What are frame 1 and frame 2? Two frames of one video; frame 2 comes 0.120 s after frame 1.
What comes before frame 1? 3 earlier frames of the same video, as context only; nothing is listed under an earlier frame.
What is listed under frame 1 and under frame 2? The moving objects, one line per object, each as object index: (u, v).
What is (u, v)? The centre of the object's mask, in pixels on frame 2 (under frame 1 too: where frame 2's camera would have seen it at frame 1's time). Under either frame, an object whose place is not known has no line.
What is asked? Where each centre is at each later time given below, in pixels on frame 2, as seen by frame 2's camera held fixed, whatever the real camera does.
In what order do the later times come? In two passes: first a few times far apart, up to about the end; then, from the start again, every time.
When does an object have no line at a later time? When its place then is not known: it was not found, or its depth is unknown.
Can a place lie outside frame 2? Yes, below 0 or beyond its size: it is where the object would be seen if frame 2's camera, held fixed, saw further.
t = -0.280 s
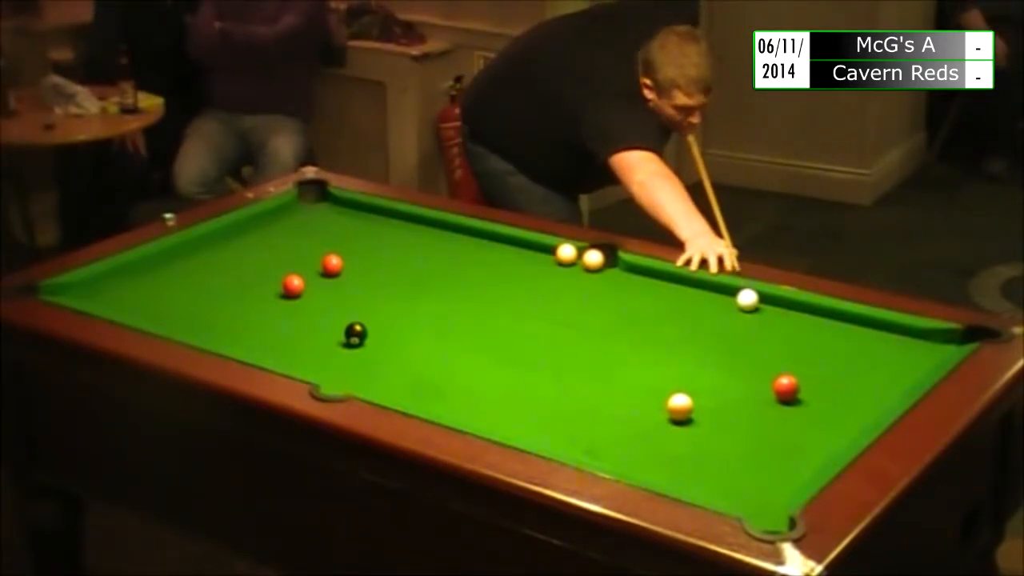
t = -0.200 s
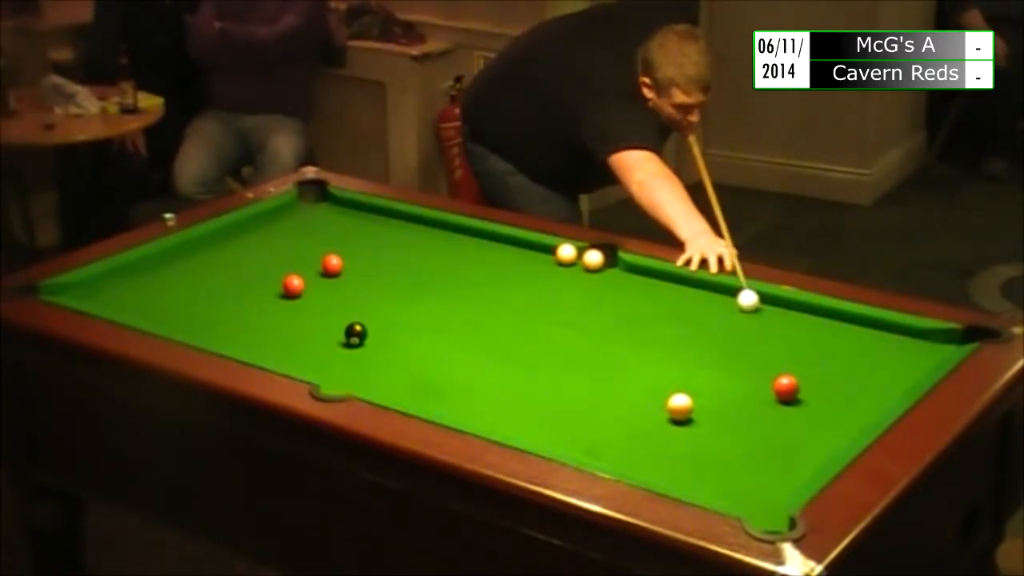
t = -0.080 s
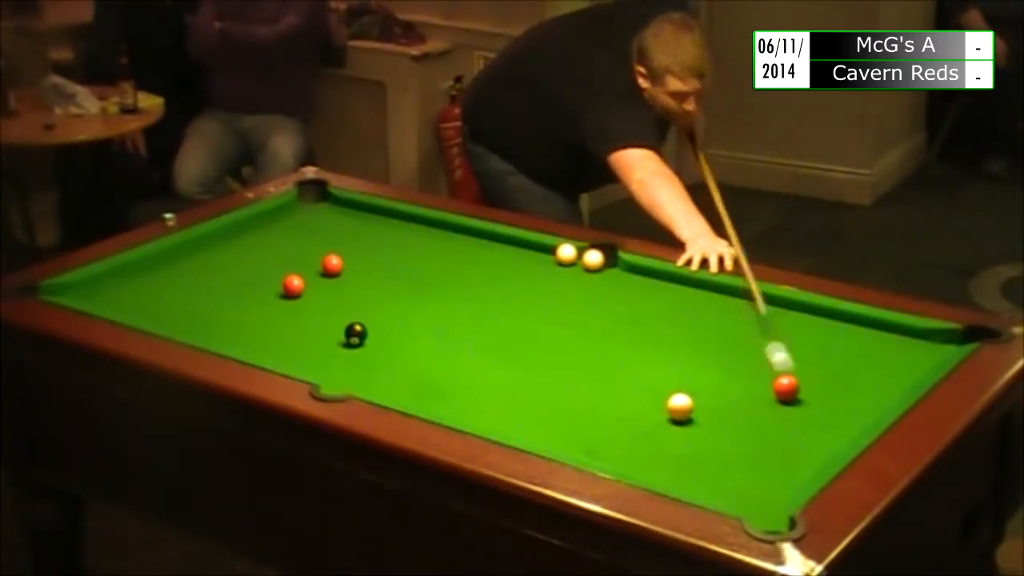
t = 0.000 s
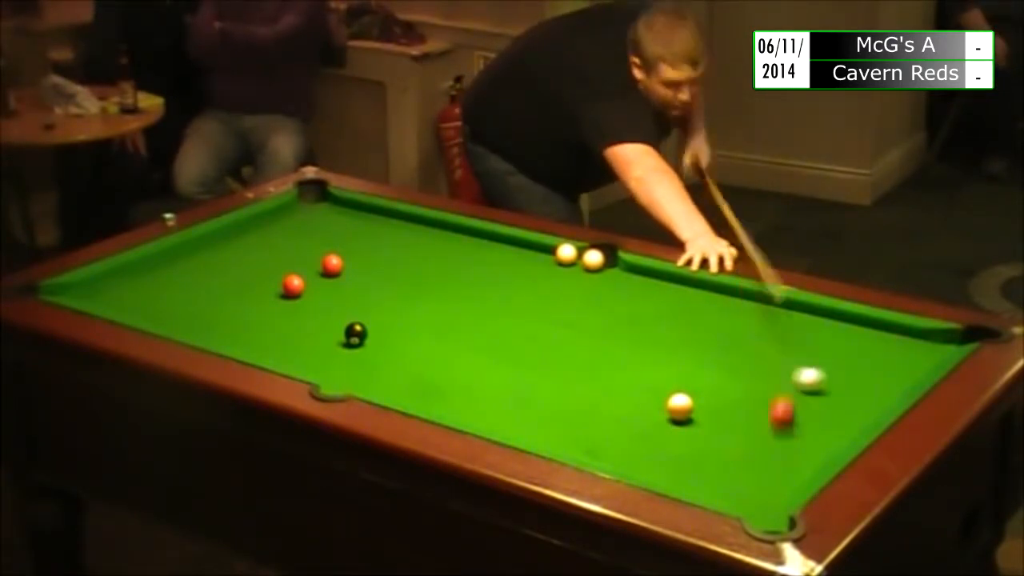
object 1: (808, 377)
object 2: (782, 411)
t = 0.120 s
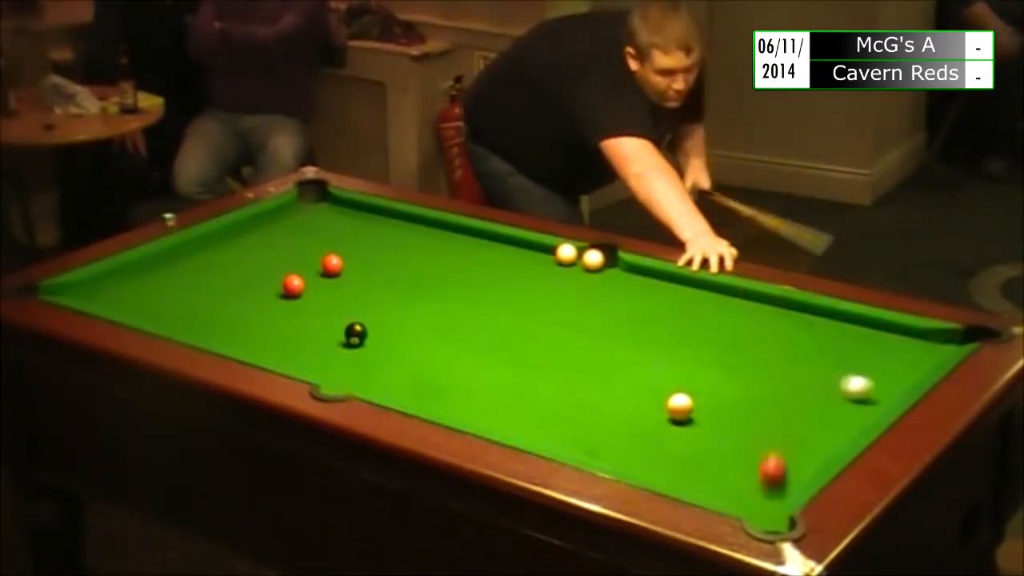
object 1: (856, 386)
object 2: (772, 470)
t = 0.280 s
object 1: (857, 392)
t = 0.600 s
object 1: (766, 376)
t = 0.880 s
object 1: (696, 365)
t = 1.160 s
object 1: (634, 355)
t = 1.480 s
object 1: (573, 345)
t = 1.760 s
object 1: (527, 337)
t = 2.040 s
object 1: (487, 331)
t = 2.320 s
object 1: (454, 325)
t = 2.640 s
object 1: (424, 321)
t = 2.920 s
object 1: (403, 317)
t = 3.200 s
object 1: (386, 315)
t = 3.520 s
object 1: (374, 313)
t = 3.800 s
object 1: (369, 311)
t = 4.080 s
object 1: (367, 311)
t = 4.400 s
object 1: (367, 311)
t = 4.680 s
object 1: (367, 311)
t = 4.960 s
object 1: (367, 311)
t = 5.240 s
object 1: (367, 311)
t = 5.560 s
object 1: (367, 311)
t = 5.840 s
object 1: (367, 311)
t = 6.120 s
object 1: (367, 312)
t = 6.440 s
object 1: (367, 312)
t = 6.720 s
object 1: (367, 312)
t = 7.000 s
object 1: (367, 311)
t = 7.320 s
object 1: (367, 312)
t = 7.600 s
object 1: (367, 311)
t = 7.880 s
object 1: (367, 312)
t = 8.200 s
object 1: (367, 312)
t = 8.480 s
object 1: (367, 312)
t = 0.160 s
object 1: (872, 391)
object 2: (769, 489)
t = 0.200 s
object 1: (881, 394)
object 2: (767, 506)
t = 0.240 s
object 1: (870, 394)
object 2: (764, 522)
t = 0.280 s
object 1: (857, 392)
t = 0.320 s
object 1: (845, 389)
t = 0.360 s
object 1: (834, 387)
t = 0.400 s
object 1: (822, 386)
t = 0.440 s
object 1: (810, 384)
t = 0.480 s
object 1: (799, 382)
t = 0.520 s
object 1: (787, 380)
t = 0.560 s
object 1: (776, 378)
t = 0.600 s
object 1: (766, 376)
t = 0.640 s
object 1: (755, 374)
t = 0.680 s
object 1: (745, 372)
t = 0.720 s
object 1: (735, 371)
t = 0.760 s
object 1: (724, 369)
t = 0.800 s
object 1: (715, 368)
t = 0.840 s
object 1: (705, 366)
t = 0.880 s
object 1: (696, 365)
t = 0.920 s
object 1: (686, 363)
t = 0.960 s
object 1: (677, 362)
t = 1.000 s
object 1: (668, 360)
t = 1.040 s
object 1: (660, 359)
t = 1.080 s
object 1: (651, 358)
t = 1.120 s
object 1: (642, 356)
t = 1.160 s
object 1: (634, 355)
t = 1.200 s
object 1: (626, 353)
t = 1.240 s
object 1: (618, 352)
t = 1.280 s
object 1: (610, 351)
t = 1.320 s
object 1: (602, 349)
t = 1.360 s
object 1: (594, 348)
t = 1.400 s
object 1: (587, 347)
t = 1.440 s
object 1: (580, 346)
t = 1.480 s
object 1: (573, 345)
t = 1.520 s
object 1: (565, 344)
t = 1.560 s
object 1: (559, 343)
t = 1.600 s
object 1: (552, 341)
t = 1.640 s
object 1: (546, 340)
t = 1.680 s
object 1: (539, 339)
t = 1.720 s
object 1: (533, 338)
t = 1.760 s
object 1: (527, 337)
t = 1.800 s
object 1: (521, 336)
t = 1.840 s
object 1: (515, 335)
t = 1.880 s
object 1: (509, 334)
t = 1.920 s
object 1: (503, 333)
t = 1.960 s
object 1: (498, 332)
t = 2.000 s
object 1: (493, 331)
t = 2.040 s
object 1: (487, 331)
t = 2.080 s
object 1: (483, 330)
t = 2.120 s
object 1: (478, 329)
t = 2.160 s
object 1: (473, 329)
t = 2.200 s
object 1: (468, 328)
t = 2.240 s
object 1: (463, 327)
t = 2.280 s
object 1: (459, 326)
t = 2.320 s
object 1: (454, 325)
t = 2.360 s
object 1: (450, 324)
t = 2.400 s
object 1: (446, 324)
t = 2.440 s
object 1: (442, 323)
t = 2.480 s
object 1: (438, 323)
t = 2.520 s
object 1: (434, 322)
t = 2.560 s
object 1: (431, 322)
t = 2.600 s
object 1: (428, 321)
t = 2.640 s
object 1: (424, 321)
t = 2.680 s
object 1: (421, 320)
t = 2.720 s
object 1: (418, 319)
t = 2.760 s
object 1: (415, 319)
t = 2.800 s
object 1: (412, 319)
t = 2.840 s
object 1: (409, 318)
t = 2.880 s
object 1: (406, 318)
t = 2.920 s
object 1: (403, 317)
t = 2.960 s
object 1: (400, 317)
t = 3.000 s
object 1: (398, 317)
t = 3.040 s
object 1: (395, 316)
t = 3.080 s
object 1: (393, 316)
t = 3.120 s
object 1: (390, 316)
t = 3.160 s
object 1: (388, 315)
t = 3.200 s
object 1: (386, 315)
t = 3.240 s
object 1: (384, 315)
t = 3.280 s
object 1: (383, 315)
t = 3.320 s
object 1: (381, 314)
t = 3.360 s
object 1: (379, 314)
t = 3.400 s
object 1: (378, 314)
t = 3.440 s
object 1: (377, 313)
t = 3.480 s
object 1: (375, 313)
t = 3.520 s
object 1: (374, 313)
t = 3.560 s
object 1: (373, 312)
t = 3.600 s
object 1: (372, 312)
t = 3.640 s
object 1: (371, 312)
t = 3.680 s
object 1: (370, 312)
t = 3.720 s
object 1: (370, 312)
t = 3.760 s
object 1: (369, 311)
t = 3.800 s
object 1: (369, 311)
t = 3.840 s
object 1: (368, 311)
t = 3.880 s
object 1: (368, 311)
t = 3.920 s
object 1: (367, 311)
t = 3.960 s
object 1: (367, 311)
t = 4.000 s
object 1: (367, 311)
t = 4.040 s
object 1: (367, 311)
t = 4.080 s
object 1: (367, 311)
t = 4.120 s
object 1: (367, 311)
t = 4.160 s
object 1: (367, 311)
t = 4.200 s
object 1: (367, 311)
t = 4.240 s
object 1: (367, 311)
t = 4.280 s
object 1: (367, 311)
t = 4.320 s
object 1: (367, 311)
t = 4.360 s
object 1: (367, 311)
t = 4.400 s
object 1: (367, 311)
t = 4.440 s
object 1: (367, 311)
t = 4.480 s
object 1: (367, 311)
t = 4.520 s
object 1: (367, 311)
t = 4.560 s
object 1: (367, 311)
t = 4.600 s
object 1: (367, 311)
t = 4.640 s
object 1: (367, 311)
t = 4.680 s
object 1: (367, 311)
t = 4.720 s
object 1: (367, 311)
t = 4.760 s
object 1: (367, 311)
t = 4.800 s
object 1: (367, 311)
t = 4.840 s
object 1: (367, 311)
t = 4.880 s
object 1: (367, 311)
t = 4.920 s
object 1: (367, 311)
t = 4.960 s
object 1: (367, 311)
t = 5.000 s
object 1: (367, 311)
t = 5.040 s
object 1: (367, 311)
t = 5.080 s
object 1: (367, 311)
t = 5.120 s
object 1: (367, 311)
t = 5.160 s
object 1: (367, 311)
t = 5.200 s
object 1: (367, 311)
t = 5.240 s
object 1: (367, 311)
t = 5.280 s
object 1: (367, 311)
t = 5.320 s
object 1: (367, 311)
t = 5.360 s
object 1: (367, 311)
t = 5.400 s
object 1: (367, 311)
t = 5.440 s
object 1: (367, 311)
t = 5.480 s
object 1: (367, 311)
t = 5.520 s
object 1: (367, 311)
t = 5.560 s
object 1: (367, 311)
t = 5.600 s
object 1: (367, 311)
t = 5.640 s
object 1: (367, 311)
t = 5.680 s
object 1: (367, 311)
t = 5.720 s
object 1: (367, 311)
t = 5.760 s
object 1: (367, 311)
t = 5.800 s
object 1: (367, 311)
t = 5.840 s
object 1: (367, 311)
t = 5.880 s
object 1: (367, 311)
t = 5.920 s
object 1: (367, 311)
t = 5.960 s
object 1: (367, 311)
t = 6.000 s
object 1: (367, 311)
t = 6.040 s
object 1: (367, 311)
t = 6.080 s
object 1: (367, 311)
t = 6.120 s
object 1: (367, 312)
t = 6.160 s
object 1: (367, 312)
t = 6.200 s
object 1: (367, 312)
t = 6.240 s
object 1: (367, 312)
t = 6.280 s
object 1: (367, 312)
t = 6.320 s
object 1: (367, 312)
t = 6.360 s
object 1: (367, 312)
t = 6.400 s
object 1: (367, 312)
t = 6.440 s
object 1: (367, 312)
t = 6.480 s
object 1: (367, 312)
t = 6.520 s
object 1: (367, 312)
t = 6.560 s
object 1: (367, 312)
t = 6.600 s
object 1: (367, 312)
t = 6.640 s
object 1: (367, 312)
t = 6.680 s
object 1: (367, 312)
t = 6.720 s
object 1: (367, 312)
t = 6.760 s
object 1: (367, 312)
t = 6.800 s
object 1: (367, 312)
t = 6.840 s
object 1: (367, 312)
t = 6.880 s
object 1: (367, 311)
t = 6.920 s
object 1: (367, 312)
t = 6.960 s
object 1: (367, 311)
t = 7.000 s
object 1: (367, 311)
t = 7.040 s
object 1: (367, 311)
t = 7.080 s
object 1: (367, 312)
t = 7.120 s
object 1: (367, 311)
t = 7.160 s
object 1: (367, 312)
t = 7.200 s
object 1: (367, 312)
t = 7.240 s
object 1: (367, 312)
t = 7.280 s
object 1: (367, 312)
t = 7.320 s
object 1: (367, 312)
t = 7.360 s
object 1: (367, 311)
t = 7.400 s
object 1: (367, 311)
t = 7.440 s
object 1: (367, 311)
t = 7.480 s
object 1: (367, 311)
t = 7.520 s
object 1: (367, 311)
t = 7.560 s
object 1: (367, 311)
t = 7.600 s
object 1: (367, 311)
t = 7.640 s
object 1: (367, 311)
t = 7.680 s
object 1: (367, 312)
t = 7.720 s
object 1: (367, 312)
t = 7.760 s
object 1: (367, 312)
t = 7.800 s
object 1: (367, 312)
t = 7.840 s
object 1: (367, 312)
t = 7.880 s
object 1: (367, 312)
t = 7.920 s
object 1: (367, 312)
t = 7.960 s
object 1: (367, 312)
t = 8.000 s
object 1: (367, 312)
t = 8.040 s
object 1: (367, 312)
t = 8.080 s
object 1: (367, 312)
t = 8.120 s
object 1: (367, 312)
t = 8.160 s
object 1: (367, 312)
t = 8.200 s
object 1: (367, 312)
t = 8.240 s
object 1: (367, 312)
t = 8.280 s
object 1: (367, 312)
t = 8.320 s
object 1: (367, 312)
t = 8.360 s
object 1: (367, 312)
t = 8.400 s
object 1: (367, 312)
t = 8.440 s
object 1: (367, 312)
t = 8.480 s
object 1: (367, 312)
